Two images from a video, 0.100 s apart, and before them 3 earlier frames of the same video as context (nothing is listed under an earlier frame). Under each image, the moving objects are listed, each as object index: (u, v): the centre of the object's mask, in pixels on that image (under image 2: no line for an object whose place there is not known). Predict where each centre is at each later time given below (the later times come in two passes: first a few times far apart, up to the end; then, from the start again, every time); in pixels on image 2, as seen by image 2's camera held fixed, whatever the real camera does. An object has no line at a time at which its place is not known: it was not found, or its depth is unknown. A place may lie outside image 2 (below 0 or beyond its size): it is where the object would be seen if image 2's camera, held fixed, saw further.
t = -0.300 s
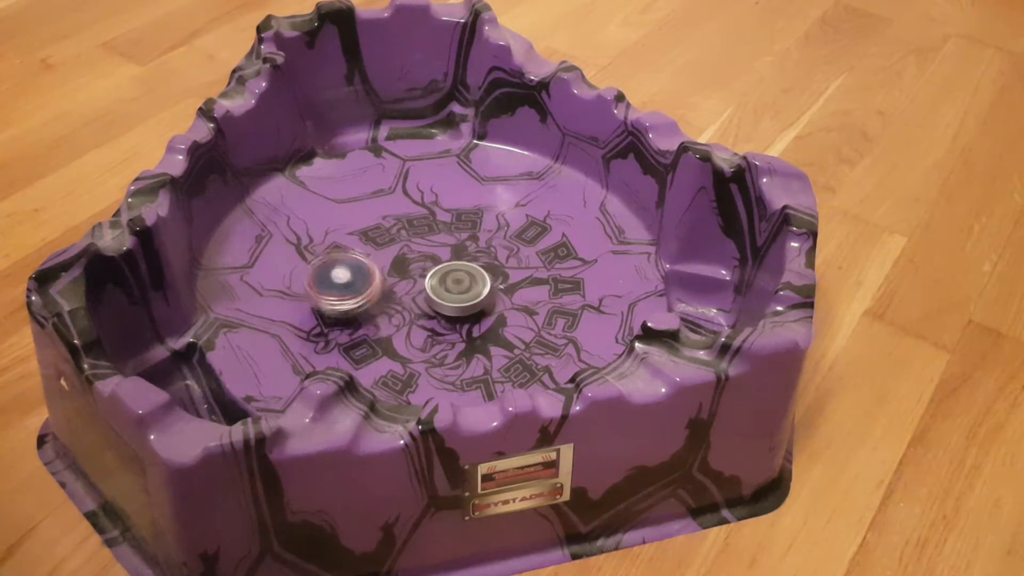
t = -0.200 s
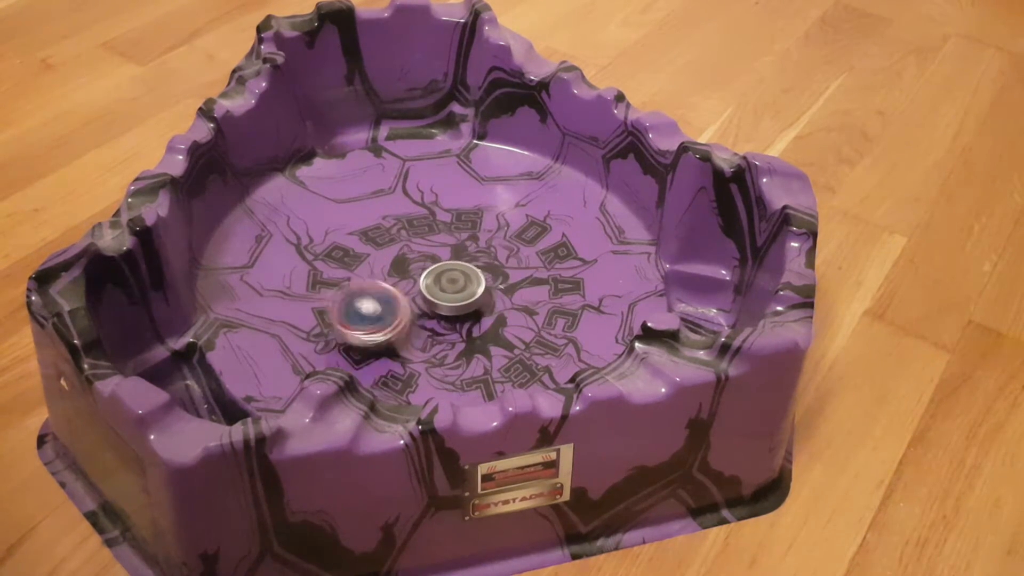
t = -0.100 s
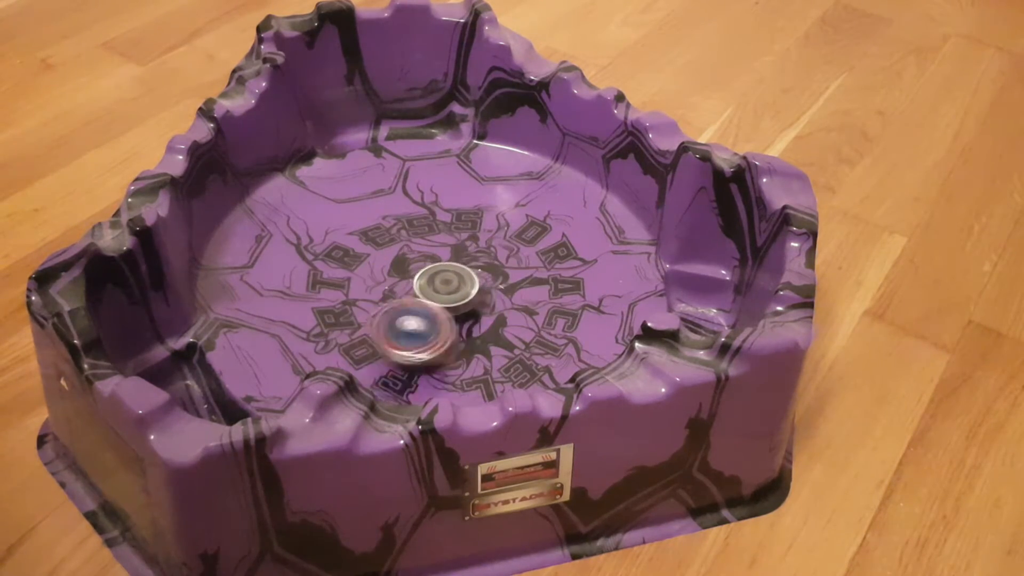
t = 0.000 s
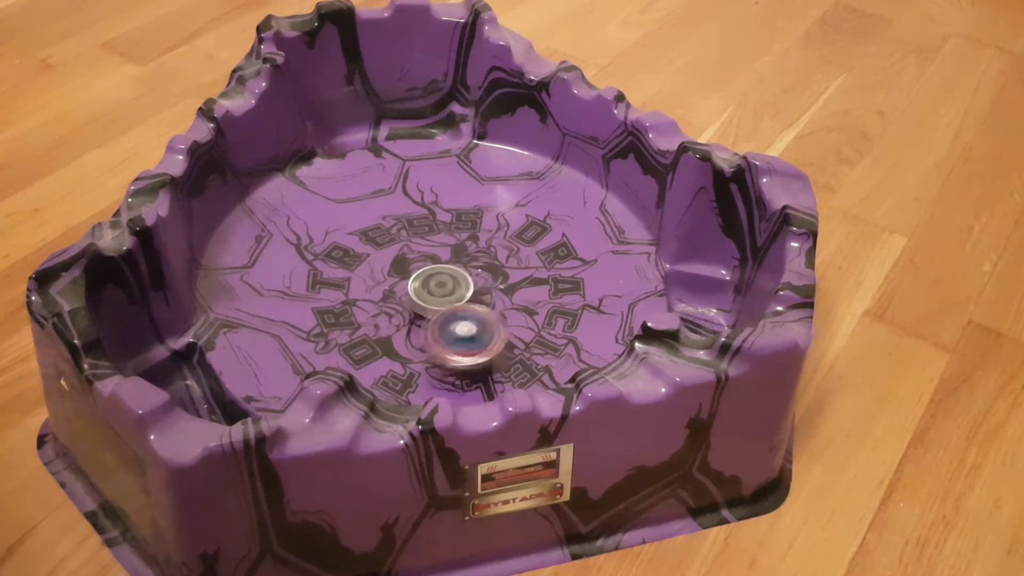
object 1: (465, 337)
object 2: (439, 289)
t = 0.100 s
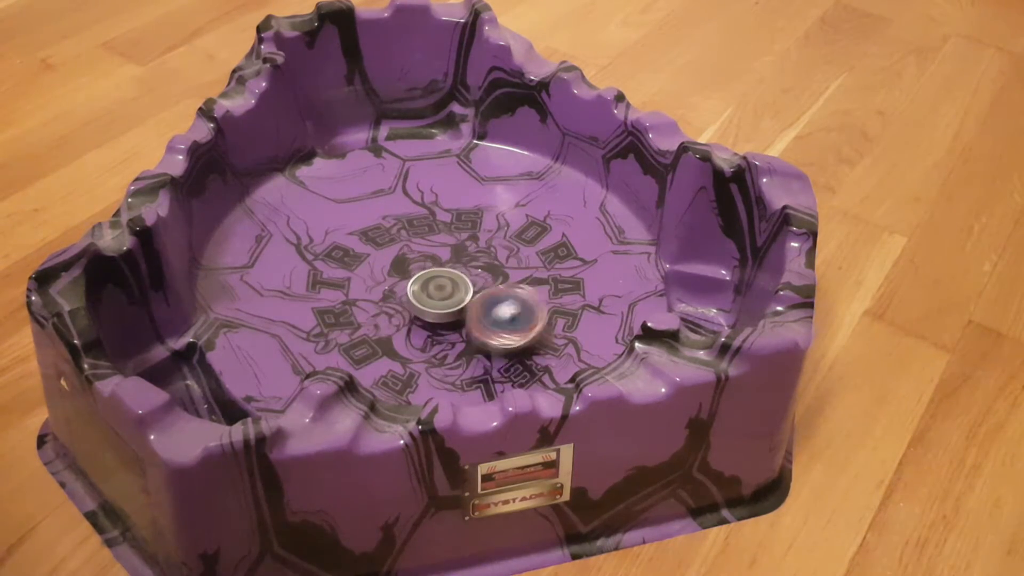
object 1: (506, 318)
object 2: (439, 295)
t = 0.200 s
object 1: (530, 289)
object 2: (440, 297)
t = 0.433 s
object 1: (503, 225)
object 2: (441, 293)
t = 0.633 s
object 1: (419, 213)
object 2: (434, 289)
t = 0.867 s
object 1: (350, 271)
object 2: (427, 285)
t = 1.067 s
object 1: (363, 328)
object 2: (454, 281)
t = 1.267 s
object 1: (427, 347)
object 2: (464, 266)
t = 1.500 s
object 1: (489, 301)
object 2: (463, 250)
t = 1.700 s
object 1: (490, 273)
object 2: (449, 222)
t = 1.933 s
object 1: (454, 257)
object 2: (422, 213)
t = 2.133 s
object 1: (421, 274)
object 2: (406, 219)
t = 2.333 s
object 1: (413, 298)
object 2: (405, 236)
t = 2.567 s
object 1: (449, 309)
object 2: (417, 258)
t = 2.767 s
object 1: (484, 296)
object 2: (431, 257)
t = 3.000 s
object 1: (501, 277)
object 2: (429, 246)
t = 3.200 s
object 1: (497, 269)
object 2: (419, 249)
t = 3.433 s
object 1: (495, 273)
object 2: (402, 258)
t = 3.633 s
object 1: (492, 277)
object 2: (403, 269)
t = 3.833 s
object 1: (484, 282)
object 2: (413, 276)
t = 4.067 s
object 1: (513, 294)
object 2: (385, 271)
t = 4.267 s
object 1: (516, 289)
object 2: (375, 273)
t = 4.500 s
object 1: (470, 277)
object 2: (383, 274)
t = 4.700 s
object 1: (514, 284)
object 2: (314, 253)
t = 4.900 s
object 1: (530, 271)
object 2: (295, 258)
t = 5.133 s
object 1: (483, 260)
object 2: (308, 269)
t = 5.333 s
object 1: (434, 272)
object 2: (341, 264)
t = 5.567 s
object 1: (432, 308)
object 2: (366, 252)
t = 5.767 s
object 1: (465, 320)
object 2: (396, 249)
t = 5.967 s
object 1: (481, 301)
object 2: (428, 247)
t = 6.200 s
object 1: (451, 306)
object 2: (461, 204)
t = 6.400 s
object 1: (429, 318)
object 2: (466, 190)
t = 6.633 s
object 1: (421, 316)
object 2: (472, 192)
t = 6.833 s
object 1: (423, 294)
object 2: (478, 209)
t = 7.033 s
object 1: (420, 270)
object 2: (483, 233)
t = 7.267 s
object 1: (409, 244)
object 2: (497, 266)
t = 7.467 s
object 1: (395, 237)
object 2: (505, 291)
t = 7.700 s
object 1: (407, 248)
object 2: (503, 311)
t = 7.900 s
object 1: (439, 255)
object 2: (486, 320)
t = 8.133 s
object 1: (472, 258)
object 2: (453, 326)
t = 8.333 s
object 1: (483, 255)
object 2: (425, 325)
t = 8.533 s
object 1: (476, 258)
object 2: (406, 317)
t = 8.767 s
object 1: (461, 269)
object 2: (386, 296)
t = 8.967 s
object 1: (449, 287)
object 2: (371, 276)
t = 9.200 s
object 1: (453, 299)
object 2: (369, 255)
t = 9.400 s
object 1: (455, 293)
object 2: (376, 242)
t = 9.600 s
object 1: (444, 284)
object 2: (394, 234)
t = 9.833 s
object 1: (429, 273)
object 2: (426, 225)
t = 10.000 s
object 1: (420, 270)
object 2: (452, 220)
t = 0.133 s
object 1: (516, 310)
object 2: (440, 296)
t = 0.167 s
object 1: (526, 299)
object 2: (440, 296)
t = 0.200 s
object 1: (530, 289)
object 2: (440, 297)
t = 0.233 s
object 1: (536, 278)
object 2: (441, 297)
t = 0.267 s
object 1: (536, 268)
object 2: (441, 298)
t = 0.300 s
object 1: (535, 256)
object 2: (441, 297)
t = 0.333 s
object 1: (529, 248)
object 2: (442, 296)
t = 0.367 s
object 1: (522, 239)
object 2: (442, 295)
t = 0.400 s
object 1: (513, 231)
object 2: (442, 294)
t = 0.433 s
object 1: (503, 225)
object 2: (441, 293)
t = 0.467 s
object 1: (490, 219)
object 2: (440, 292)
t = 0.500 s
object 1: (478, 216)
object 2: (438, 291)
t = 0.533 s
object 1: (462, 212)
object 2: (437, 290)
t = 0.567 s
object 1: (450, 210)
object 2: (437, 290)
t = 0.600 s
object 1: (434, 211)
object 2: (437, 290)
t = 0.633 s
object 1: (419, 213)
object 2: (434, 289)
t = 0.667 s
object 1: (406, 216)
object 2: (432, 289)
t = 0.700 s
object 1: (394, 221)
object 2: (429, 288)
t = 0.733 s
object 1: (382, 228)
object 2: (428, 288)
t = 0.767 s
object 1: (375, 234)
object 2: (427, 288)
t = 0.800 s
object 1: (364, 242)
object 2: (426, 288)
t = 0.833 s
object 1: (353, 261)
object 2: (427, 286)
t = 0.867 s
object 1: (350, 271)
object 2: (427, 285)
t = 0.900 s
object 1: (352, 281)
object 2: (425, 285)
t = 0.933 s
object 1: (355, 291)
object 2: (425, 285)
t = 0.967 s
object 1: (354, 302)
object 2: (433, 285)
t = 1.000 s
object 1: (354, 311)
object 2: (443, 284)
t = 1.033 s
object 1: (357, 320)
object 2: (450, 282)
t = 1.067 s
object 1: (363, 328)
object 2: (454, 281)
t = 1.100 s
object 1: (371, 334)
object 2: (457, 279)
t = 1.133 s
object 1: (381, 339)
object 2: (459, 276)
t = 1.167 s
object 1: (392, 343)
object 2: (461, 273)
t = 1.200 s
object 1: (402, 345)
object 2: (462, 271)
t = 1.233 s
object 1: (414, 347)
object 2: (463, 268)
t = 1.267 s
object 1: (427, 347)
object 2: (464, 266)
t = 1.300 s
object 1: (440, 347)
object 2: (464, 263)
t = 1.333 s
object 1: (451, 344)
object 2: (464, 261)
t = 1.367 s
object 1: (463, 338)
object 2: (464, 258)
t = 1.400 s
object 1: (473, 329)
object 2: (464, 257)
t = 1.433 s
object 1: (481, 319)
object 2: (464, 255)
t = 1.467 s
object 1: (485, 311)
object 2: (464, 253)
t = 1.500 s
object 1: (489, 301)
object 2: (463, 250)
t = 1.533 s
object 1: (491, 291)
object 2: (462, 247)
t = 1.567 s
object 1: (492, 287)
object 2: (460, 240)
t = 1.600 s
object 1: (493, 285)
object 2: (459, 233)
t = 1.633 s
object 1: (493, 282)
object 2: (457, 229)
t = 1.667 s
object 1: (492, 277)
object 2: (453, 225)
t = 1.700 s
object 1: (490, 273)
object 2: (449, 222)
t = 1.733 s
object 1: (487, 269)
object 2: (445, 220)
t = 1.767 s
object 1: (483, 265)
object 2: (440, 219)
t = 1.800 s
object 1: (478, 261)
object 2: (436, 218)
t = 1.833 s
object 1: (473, 259)
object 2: (433, 217)
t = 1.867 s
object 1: (467, 256)
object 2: (429, 216)
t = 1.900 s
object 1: (460, 256)
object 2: (426, 215)
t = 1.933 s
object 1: (454, 257)
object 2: (422, 213)
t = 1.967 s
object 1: (448, 260)
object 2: (419, 212)
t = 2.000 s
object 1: (441, 262)
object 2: (415, 213)
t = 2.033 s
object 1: (434, 265)
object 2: (413, 213)
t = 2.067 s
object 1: (430, 267)
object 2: (411, 215)
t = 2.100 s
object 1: (424, 270)
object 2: (408, 216)
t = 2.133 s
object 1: (421, 274)
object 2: (406, 219)
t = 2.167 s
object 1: (418, 278)
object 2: (405, 222)
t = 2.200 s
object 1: (416, 283)
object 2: (404, 224)
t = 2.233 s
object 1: (414, 287)
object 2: (404, 227)
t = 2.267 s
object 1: (412, 291)
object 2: (403, 230)
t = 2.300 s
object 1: (411, 295)
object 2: (404, 232)
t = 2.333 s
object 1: (413, 298)
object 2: (405, 236)
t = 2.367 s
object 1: (416, 301)
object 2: (406, 239)
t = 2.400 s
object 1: (419, 304)
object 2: (407, 243)
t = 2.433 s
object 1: (424, 307)
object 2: (409, 246)
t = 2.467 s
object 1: (429, 308)
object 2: (410, 250)
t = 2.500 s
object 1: (435, 311)
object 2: (413, 253)
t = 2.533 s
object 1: (442, 311)
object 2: (415, 256)
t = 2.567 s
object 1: (449, 309)
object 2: (417, 258)
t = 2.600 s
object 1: (455, 307)
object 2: (420, 259)
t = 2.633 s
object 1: (460, 304)
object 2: (423, 261)
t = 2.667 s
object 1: (467, 302)
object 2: (425, 260)
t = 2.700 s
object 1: (472, 302)
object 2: (427, 258)
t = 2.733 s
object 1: (479, 299)
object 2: (429, 257)
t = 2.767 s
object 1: (484, 296)
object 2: (431, 257)
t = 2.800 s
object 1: (486, 292)
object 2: (433, 256)
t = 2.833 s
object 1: (488, 286)
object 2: (435, 255)
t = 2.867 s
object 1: (489, 283)
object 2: (436, 254)
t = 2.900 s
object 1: (493, 281)
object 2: (434, 250)
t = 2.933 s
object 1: (496, 280)
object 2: (432, 248)
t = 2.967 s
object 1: (499, 279)
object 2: (431, 247)
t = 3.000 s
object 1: (501, 277)
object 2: (429, 246)
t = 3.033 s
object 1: (503, 276)
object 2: (427, 245)
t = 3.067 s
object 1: (504, 274)
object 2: (425, 245)
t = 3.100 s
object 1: (503, 272)
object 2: (423, 246)
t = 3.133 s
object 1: (502, 270)
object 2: (421, 246)
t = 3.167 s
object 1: (500, 269)
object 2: (420, 248)
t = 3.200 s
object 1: (497, 269)
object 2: (419, 249)
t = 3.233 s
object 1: (493, 268)
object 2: (418, 251)
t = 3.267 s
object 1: (487, 266)
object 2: (418, 253)
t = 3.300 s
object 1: (483, 266)
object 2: (417, 254)
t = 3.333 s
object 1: (487, 268)
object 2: (411, 254)
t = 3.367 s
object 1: (490, 269)
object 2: (407, 255)
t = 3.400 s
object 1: (493, 271)
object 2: (404, 256)
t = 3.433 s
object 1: (495, 273)
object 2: (402, 258)
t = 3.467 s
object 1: (495, 275)
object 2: (401, 260)
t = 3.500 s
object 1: (495, 277)
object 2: (401, 262)
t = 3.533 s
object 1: (495, 277)
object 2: (401, 263)
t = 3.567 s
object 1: (494, 277)
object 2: (401, 265)
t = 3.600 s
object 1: (494, 277)
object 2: (402, 267)
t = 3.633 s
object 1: (492, 277)
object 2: (403, 269)
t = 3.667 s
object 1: (492, 278)
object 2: (405, 271)
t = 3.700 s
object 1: (491, 278)
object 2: (407, 272)
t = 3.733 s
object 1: (489, 278)
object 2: (409, 274)
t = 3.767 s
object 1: (486, 280)
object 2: (412, 276)
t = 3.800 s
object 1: (484, 280)
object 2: (414, 276)
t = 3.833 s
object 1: (484, 282)
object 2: (413, 276)
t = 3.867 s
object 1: (484, 284)
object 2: (413, 276)
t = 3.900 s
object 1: (491, 286)
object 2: (405, 273)
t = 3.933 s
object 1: (496, 288)
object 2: (398, 272)
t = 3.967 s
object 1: (501, 291)
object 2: (394, 271)
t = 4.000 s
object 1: (505, 293)
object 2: (391, 271)
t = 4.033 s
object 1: (510, 294)
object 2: (387, 271)
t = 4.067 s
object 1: (513, 294)
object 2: (385, 271)
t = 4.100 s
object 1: (516, 294)
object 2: (383, 271)
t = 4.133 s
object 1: (518, 293)
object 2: (381, 272)
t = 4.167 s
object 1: (519, 293)
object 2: (379, 272)
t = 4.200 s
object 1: (519, 292)
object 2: (377, 272)
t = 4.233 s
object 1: (518, 291)
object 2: (376, 273)
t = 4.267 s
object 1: (516, 289)
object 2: (375, 273)
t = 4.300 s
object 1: (513, 287)
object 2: (374, 273)
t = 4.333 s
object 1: (508, 285)
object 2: (374, 274)
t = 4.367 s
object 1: (500, 282)
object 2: (374, 274)
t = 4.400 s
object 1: (494, 280)
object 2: (375, 275)
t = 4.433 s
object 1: (486, 279)
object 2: (377, 275)
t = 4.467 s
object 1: (478, 278)
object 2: (380, 275)
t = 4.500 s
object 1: (470, 277)
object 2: (383, 274)
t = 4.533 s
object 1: (459, 277)
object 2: (386, 274)
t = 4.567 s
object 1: (475, 280)
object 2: (369, 268)
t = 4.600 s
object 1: (489, 282)
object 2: (349, 262)
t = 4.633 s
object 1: (498, 283)
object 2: (334, 257)
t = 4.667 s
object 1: (507, 284)
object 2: (322, 255)
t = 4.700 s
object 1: (514, 284)
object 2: (314, 253)
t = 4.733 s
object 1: (518, 283)
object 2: (309, 253)
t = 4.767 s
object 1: (523, 282)
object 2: (304, 253)
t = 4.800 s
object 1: (527, 281)
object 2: (301, 254)
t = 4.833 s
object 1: (530, 277)
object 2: (298, 255)
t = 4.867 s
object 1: (531, 275)
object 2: (296, 257)
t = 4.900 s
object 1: (530, 271)
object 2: (295, 258)
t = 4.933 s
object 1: (527, 266)
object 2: (295, 260)
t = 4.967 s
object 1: (523, 264)
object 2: (295, 262)
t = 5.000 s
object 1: (514, 261)
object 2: (296, 264)
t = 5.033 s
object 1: (508, 260)
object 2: (298, 266)
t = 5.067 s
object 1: (500, 258)
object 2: (300, 267)
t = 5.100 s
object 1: (491, 259)
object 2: (304, 268)
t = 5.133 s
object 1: (483, 260)
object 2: (308, 269)
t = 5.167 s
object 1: (473, 260)
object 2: (313, 269)
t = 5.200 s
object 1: (467, 262)
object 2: (319, 268)
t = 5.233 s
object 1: (458, 265)
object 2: (323, 267)
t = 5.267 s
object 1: (449, 266)
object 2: (329, 266)
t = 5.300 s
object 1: (442, 269)
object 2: (335, 265)
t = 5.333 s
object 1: (434, 272)
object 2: (341, 264)
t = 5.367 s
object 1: (427, 275)
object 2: (346, 263)
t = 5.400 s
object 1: (420, 279)
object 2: (351, 262)
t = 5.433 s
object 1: (419, 284)
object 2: (353, 259)
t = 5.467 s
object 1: (422, 291)
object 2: (354, 257)
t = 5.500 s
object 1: (424, 296)
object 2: (358, 255)
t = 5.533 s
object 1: (427, 302)
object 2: (362, 253)
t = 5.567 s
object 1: (432, 308)
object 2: (366, 252)
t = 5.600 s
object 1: (437, 312)
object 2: (371, 252)
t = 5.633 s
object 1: (442, 317)
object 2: (376, 251)
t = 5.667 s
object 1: (448, 319)
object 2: (380, 250)
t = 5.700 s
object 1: (454, 320)
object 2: (386, 249)
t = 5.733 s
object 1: (459, 320)
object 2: (391, 249)
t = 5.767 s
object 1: (465, 320)
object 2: (396, 249)
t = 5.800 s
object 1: (470, 320)
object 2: (402, 248)
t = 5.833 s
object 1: (475, 316)
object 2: (408, 248)
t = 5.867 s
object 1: (478, 313)
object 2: (413, 247)
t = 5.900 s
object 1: (478, 310)
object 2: (418, 247)
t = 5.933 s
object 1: (481, 306)
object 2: (423, 247)
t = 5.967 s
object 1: (481, 301)
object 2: (428, 247)
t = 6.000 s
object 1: (480, 296)
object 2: (433, 246)
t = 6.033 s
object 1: (476, 290)
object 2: (438, 244)
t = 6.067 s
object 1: (473, 287)
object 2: (444, 242)
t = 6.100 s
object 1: (465, 291)
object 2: (449, 233)
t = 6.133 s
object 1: (462, 297)
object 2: (453, 219)
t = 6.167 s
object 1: (456, 301)
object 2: (458, 211)
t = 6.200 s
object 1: (451, 306)
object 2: (461, 204)
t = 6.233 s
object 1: (447, 308)
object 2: (464, 199)
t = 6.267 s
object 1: (443, 310)
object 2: (466, 196)
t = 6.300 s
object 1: (439, 312)
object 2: (466, 193)
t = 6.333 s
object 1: (435, 315)
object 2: (466, 192)
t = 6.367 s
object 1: (432, 317)
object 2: (466, 190)
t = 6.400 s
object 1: (429, 318)
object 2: (466, 190)
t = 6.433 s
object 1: (427, 319)
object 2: (466, 189)
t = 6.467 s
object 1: (425, 319)
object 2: (467, 189)
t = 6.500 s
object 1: (422, 321)
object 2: (468, 189)
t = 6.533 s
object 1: (421, 319)
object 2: (469, 189)
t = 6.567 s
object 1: (421, 319)
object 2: (469, 190)
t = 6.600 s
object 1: (421, 319)
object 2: (471, 190)
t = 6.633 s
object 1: (421, 316)
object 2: (472, 192)
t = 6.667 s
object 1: (422, 312)
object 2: (473, 194)
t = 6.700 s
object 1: (422, 310)
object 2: (474, 196)
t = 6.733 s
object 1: (422, 308)
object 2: (475, 199)
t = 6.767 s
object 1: (424, 303)
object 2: (476, 203)
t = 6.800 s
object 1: (425, 299)
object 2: (478, 206)
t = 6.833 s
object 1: (423, 294)
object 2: (478, 209)
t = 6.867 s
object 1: (423, 290)
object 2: (479, 213)
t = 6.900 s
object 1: (423, 285)
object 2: (480, 217)
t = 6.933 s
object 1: (422, 282)
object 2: (482, 221)
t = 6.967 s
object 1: (421, 278)
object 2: (482, 225)
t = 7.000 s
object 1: (421, 274)
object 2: (483, 229)
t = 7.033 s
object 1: (420, 270)
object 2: (483, 233)
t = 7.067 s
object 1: (420, 265)
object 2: (484, 237)
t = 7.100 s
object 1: (419, 261)
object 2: (485, 242)
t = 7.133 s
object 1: (419, 257)
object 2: (485, 246)
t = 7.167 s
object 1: (418, 255)
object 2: (488, 252)
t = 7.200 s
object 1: (413, 250)
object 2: (492, 256)
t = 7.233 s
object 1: (411, 247)
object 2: (496, 261)
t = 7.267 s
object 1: (409, 244)
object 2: (497, 266)
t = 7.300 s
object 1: (405, 242)
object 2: (498, 270)
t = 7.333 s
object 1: (403, 240)
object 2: (500, 274)
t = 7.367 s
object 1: (400, 238)
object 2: (501, 279)
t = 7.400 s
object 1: (398, 237)
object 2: (503, 283)
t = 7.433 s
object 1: (396, 237)
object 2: (505, 288)
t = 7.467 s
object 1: (395, 237)
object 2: (505, 291)
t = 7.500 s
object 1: (394, 238)
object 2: (507, 295)
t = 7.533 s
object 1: (394, 239)
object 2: (507, 298)
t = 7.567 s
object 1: (394, 241)
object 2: (506, 301)
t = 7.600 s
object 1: (396, 243)
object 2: (507, 304)
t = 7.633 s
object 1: (401, 245)
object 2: (505, 306)
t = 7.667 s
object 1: (403, 246)
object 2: (504, 308)
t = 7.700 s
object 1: (407, 248)
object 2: (503, 311)
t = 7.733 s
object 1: (412, 250)
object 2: (501, 313)
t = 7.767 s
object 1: (419, 251)
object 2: (499, 314)
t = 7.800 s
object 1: (423, 252)
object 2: (496, 316)
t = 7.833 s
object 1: (427, 254)
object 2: (492, 318)
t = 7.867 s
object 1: (432, 255)
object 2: (490, 319)
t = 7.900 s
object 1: (439, 255)
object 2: (486, 320)
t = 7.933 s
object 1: (444, 256)
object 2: (482, 321)
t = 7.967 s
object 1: (447, 257)
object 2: (478, 323)
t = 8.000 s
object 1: (452, 257)
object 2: (474, 324)
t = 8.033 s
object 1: (459, 258)
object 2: (470, 325)
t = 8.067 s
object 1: (464, 257)
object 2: (464, 325)
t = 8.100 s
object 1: (467, 258)
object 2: (458, 326)
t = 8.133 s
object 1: (472, 258)
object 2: (453, 326)
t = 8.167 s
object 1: (476, 257)
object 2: (446, 326)
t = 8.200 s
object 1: (478, 256)
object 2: (442, 327)
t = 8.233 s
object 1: (480, 256)
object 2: (438, 326)
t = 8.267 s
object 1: (481, 255)
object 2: (433, 326)
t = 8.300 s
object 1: (482, 254)
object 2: (429, 325)
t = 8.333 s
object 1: (483, 255)
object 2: (425, 325)
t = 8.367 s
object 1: (483, 255)
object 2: (422, 324)
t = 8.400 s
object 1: (481, 255)
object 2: (419, 323)
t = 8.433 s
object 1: (480, 255)
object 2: (415, 322)
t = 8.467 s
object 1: (479, 255)
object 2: (412, 320)
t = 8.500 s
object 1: (477, 257)
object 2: (409, 319)
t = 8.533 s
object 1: (476, 258)
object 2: (406, 317)
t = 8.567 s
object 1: (474, 260)
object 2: (403, 315)
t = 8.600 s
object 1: (472, 260)
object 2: (400, 312)
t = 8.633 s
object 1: (470, 262)
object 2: (397, 310)
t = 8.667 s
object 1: (469, 264)
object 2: (394, 307)
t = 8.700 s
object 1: (465, 265)
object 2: (391, 303)
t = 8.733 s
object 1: (463, 267)
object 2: (389, 300)
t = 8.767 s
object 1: (461, 269)
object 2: (386, 296)
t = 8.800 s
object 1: (458, 272)
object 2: (382, 293)
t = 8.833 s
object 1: (456, 274)
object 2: (380, 290)
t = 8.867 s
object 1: (454, 277)
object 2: (377, 287)
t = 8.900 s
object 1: (451, 280)
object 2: (375, 283)
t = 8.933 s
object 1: (449, 283)
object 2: (373, 280)
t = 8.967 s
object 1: (449, 287)
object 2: (371, 276)
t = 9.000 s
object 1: (448, 289)
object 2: (370, 272)
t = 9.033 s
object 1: (448, 291)
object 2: (370, 270)
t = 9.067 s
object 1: (450, 293)
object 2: (369, 266)
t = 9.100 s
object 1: (450, 295)
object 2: (369, 263)
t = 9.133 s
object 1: (451, 297)
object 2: (369, 260)
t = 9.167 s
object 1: (452, 297)
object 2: (369, 258)
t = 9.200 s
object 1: (453, 299)
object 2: (369, 255)
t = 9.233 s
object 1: (455, 299)
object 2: (369, 253)
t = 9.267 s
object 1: (456, 298)
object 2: (370, 251)
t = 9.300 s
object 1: (457, 297)
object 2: (371, 249)
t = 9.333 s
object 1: (456, 296)
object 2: (373, 247)
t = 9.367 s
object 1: (456, 294)
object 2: (374, 244)
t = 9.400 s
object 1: (455, 293)
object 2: (376, 242)
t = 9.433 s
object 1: (453, 292)
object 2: (378, 241)
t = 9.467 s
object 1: (451, 290)
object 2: (381, 239)
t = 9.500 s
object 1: (450, 290)
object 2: (383, 237)
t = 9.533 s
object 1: (447, 288)
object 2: (386, 236)
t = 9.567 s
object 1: (446, 286)
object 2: (390, 235)
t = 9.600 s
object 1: (444, 284)
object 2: (394, 234)
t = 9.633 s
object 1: (442, 282)
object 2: (398, 233)
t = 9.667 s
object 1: (439, 280)
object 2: (402, 232)
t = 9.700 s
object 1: (436, 278)
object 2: (405, 230)
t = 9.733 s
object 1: (435, 277)
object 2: (409, 228)
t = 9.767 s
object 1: (434, 277)
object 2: (415, 227)
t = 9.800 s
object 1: (431, 275)
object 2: (420, 225)
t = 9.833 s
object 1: (429, 273)
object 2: (426, 225)
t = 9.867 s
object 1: (427, 272)
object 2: (432, 224)
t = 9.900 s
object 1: (426, 273)
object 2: (438, 222)
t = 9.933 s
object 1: (424, 271)
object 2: (443, 222)
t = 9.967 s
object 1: (422, 271)
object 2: (448, 221)
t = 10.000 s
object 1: (420, 270)
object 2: (452, 220)
